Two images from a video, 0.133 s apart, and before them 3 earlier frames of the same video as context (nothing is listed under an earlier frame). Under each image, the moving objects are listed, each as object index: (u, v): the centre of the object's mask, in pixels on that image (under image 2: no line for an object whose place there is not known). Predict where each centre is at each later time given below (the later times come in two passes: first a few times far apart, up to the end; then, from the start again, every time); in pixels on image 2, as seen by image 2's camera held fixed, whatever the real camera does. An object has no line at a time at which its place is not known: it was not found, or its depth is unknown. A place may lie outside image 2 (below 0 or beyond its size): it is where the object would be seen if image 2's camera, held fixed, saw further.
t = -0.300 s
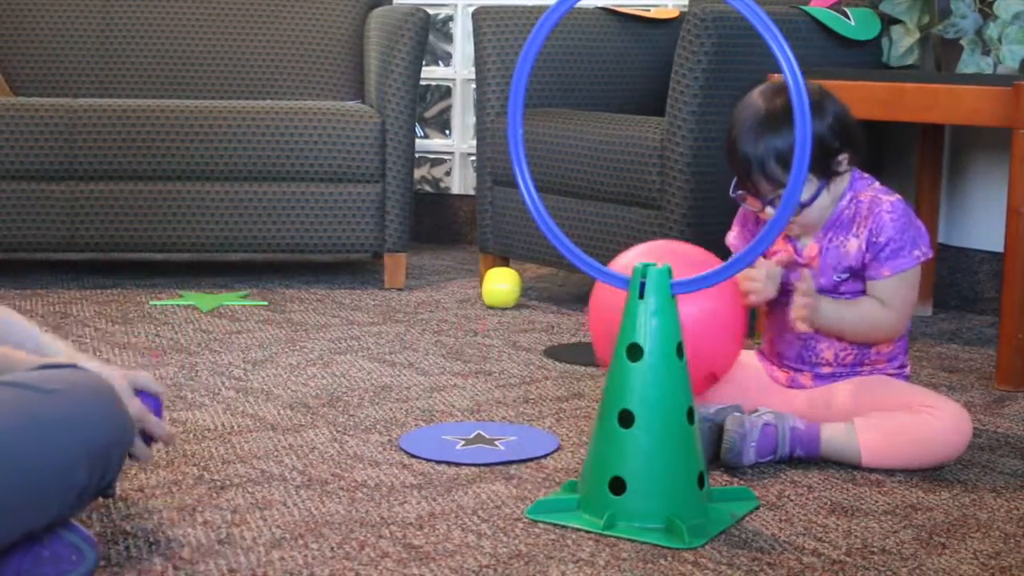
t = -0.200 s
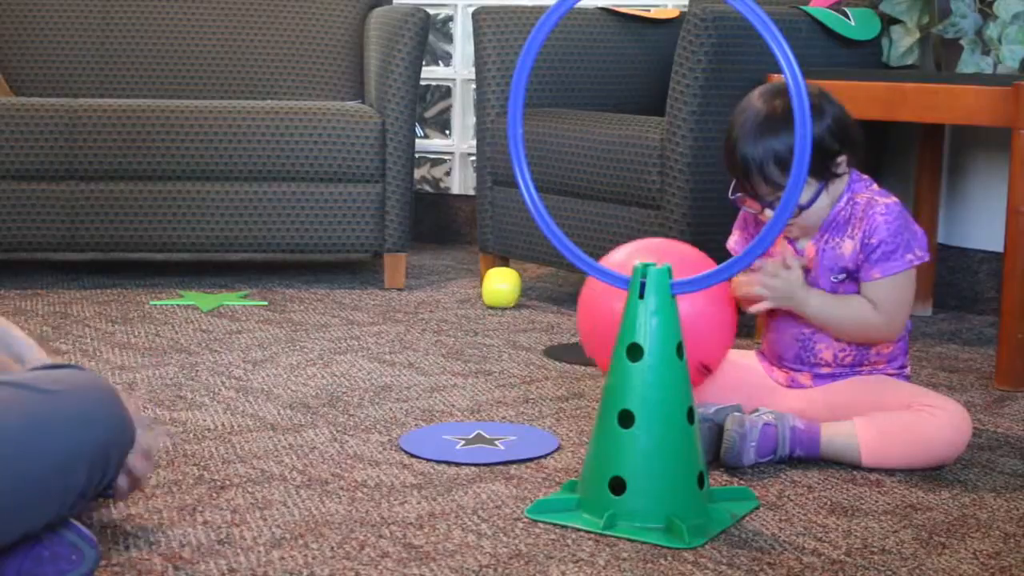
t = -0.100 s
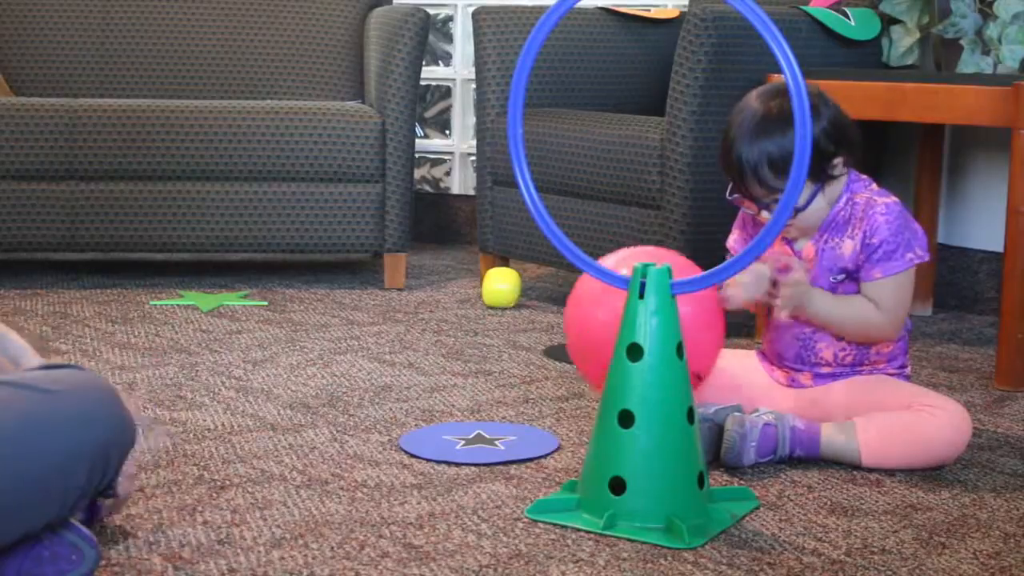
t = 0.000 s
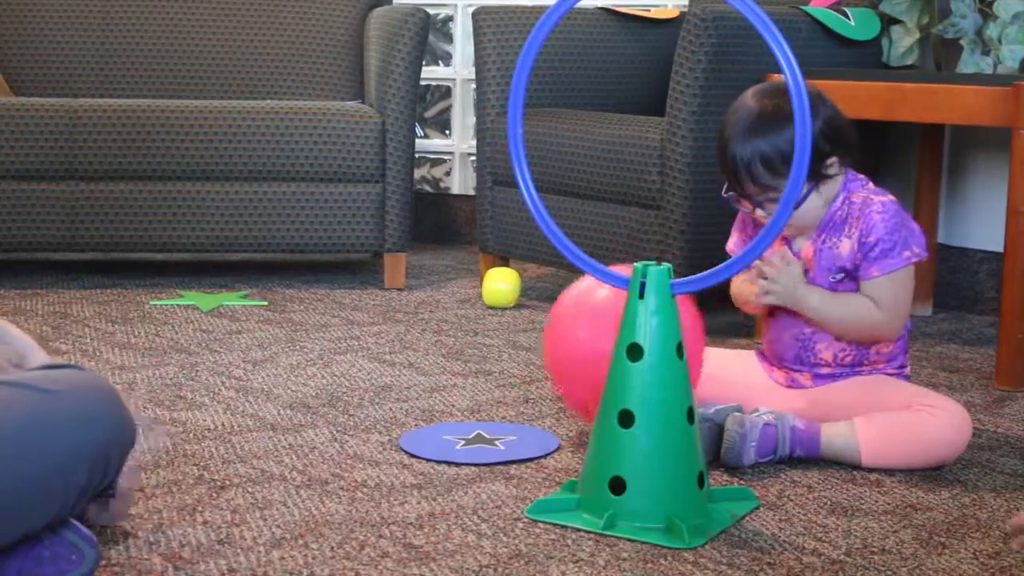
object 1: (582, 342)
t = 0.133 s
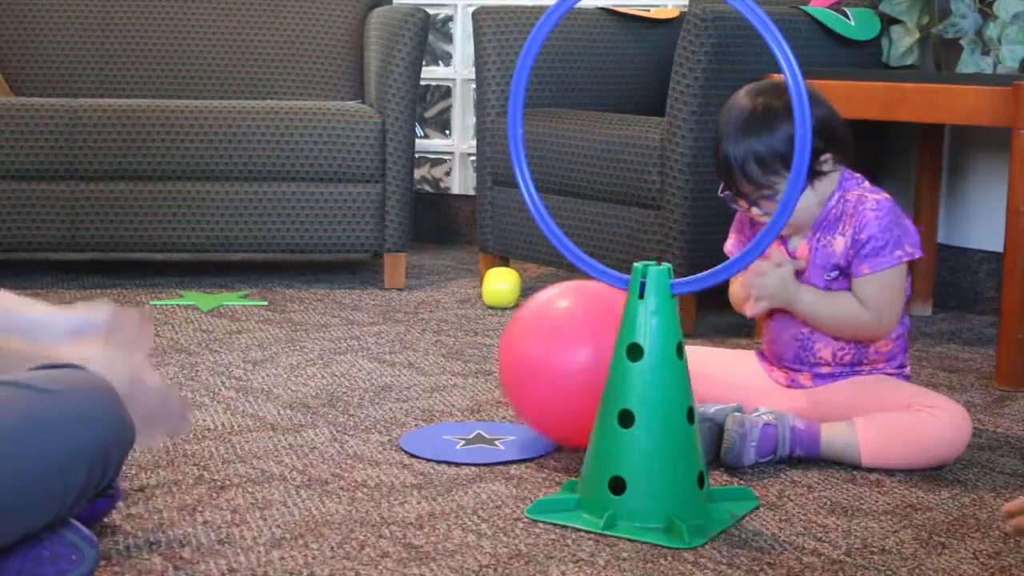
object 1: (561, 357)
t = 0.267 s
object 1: (538, 370)
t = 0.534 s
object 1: (493, 398)
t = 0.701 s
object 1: (467, 414)
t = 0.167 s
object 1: (554, 365)
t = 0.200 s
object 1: (547, 372)
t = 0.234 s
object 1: (543, 369)
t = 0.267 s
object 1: (538, 370)
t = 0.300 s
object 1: (532, 377)
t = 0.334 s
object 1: (527, 380)
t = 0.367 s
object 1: (522, 379)
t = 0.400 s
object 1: (516, 383)
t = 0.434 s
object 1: (510, 390)
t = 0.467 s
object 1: (505, 390)
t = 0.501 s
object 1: (499, 394)
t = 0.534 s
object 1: (493, 398)
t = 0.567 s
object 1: (488, 399)
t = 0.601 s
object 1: (482, 403)
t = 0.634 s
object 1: (476, 408)
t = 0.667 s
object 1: (471, 409)
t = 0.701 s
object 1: (467, 414)
